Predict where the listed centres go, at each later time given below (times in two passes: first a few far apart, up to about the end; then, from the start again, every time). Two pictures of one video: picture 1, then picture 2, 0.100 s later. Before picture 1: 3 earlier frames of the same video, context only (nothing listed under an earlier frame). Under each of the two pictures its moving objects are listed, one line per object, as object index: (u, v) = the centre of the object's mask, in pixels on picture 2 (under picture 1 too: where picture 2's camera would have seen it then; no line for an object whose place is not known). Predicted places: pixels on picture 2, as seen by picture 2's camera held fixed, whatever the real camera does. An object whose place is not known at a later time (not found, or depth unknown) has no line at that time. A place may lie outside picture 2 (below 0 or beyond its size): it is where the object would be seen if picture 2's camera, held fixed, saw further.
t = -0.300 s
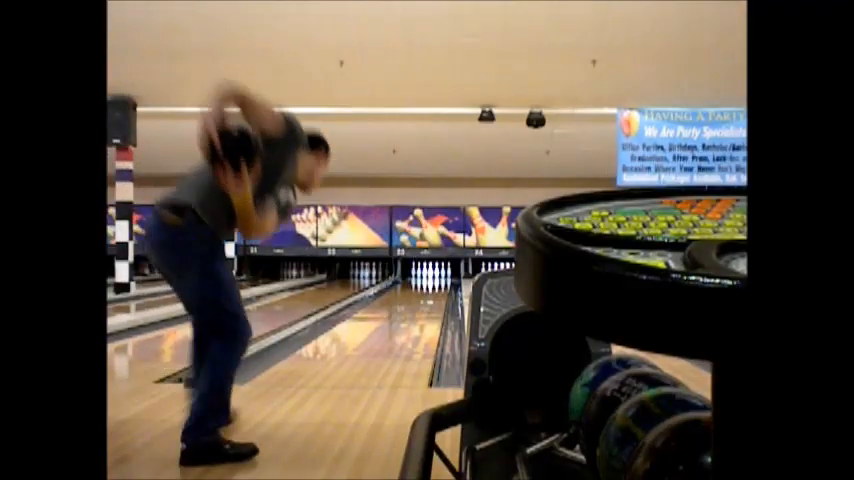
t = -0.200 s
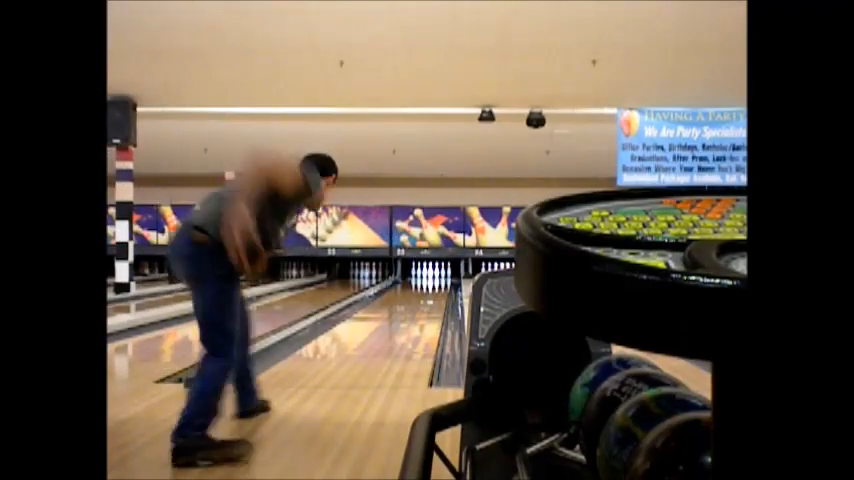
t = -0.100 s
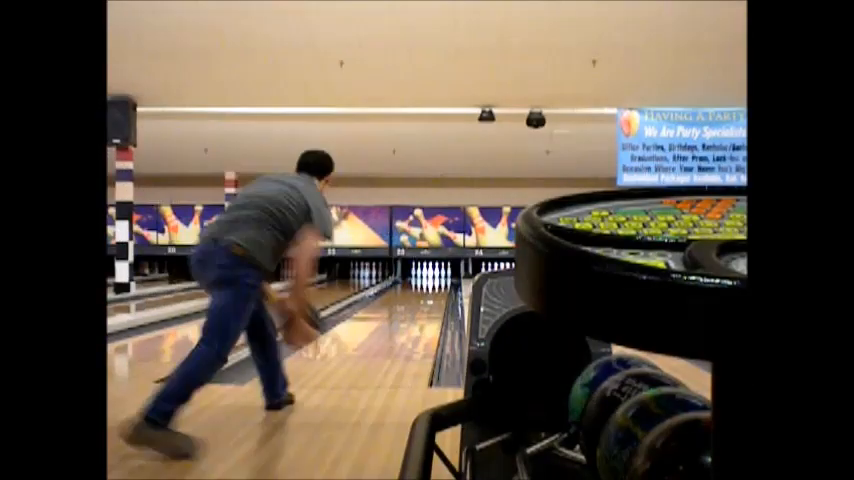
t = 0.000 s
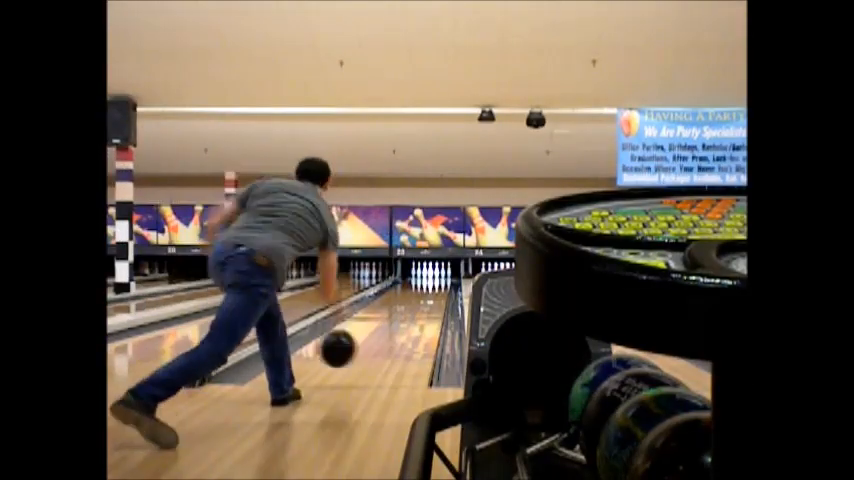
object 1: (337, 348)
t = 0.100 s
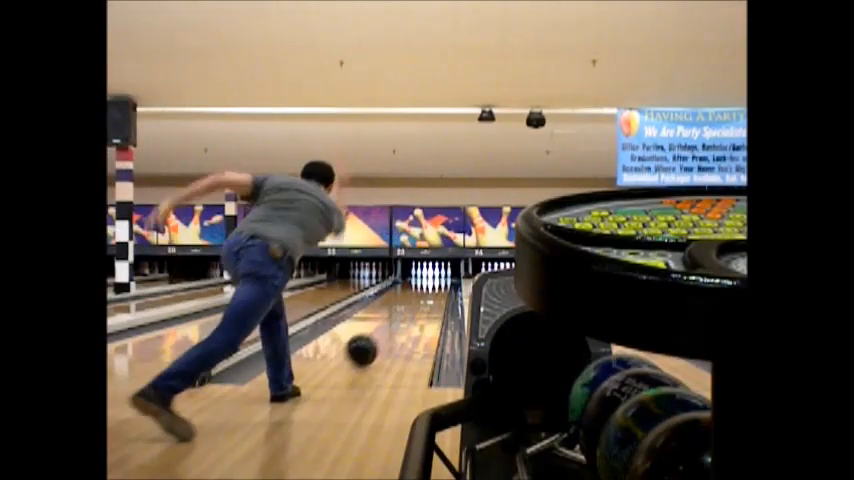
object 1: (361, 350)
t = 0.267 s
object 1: (389, 332)
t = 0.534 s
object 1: (414, 312)
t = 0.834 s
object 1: (430, 298)
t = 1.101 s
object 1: (438, 290)
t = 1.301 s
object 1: (441, 285)
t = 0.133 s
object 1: (368, 344)
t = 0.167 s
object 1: (374, 342)
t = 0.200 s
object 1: (380, 338)
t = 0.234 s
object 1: (384, 335)
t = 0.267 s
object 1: (389, 332)
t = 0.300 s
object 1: (393, 328)
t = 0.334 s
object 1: (396, 325)
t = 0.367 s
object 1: (400, 322)
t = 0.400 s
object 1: (403, 320)
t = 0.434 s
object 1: (406, 318)
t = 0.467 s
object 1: (409, 315)
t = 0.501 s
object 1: (412, 313)
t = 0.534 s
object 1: (414, 312)
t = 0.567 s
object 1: (417, 310)
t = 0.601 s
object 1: (419, 308)
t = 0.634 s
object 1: (421, 307)
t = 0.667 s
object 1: (422, 305)
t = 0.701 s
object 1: (425, 304)
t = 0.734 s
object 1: (426, 302)
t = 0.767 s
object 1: (428, 300)
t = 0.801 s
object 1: (429, 299)
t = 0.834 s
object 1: (430, 298)
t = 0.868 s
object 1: (432, 297)
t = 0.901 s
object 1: (433, 295)
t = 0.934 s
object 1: (434, 294)
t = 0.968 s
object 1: (435, 293)
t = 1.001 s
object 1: (436, 293)
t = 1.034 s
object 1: (437, 292)
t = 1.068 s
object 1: (438, 291)
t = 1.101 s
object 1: (438, 290)
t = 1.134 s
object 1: (438, 289)
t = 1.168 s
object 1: (440, 288)
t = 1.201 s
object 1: (440, 288)
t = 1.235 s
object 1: (441, 287)
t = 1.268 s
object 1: (441, 286)
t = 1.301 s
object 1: (441, 285)
